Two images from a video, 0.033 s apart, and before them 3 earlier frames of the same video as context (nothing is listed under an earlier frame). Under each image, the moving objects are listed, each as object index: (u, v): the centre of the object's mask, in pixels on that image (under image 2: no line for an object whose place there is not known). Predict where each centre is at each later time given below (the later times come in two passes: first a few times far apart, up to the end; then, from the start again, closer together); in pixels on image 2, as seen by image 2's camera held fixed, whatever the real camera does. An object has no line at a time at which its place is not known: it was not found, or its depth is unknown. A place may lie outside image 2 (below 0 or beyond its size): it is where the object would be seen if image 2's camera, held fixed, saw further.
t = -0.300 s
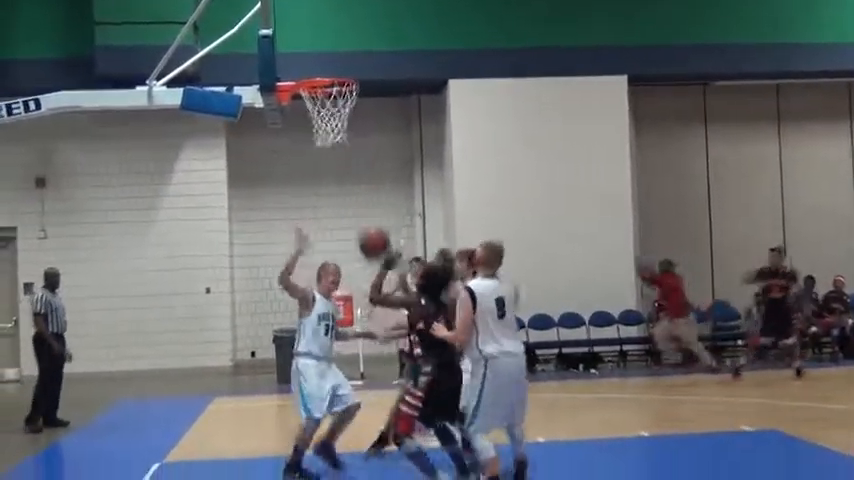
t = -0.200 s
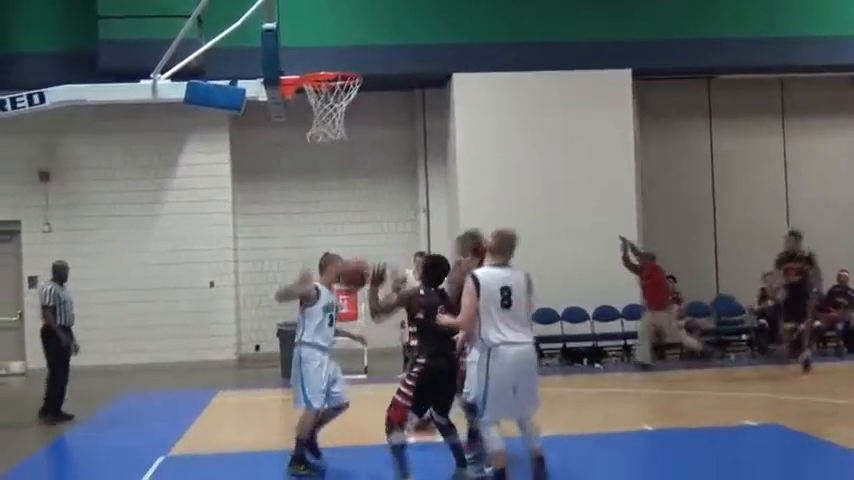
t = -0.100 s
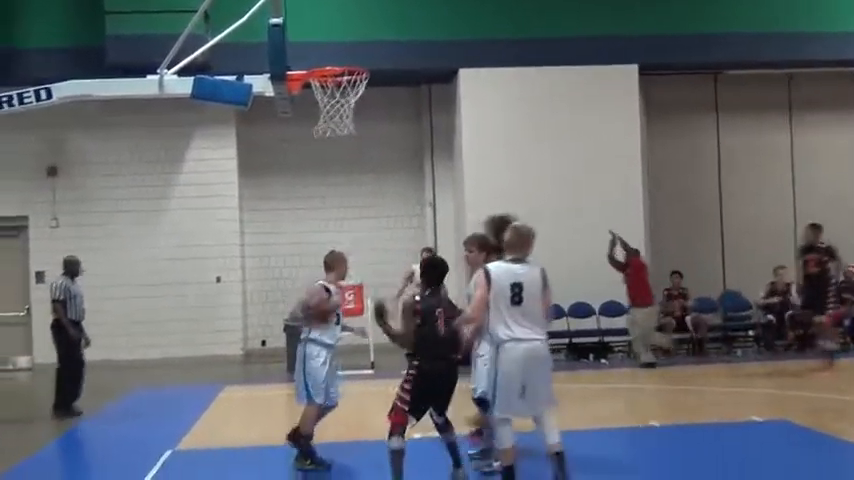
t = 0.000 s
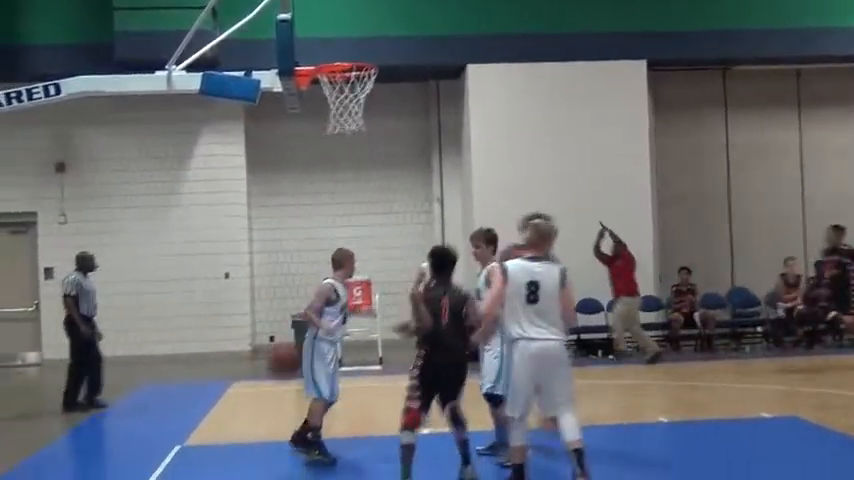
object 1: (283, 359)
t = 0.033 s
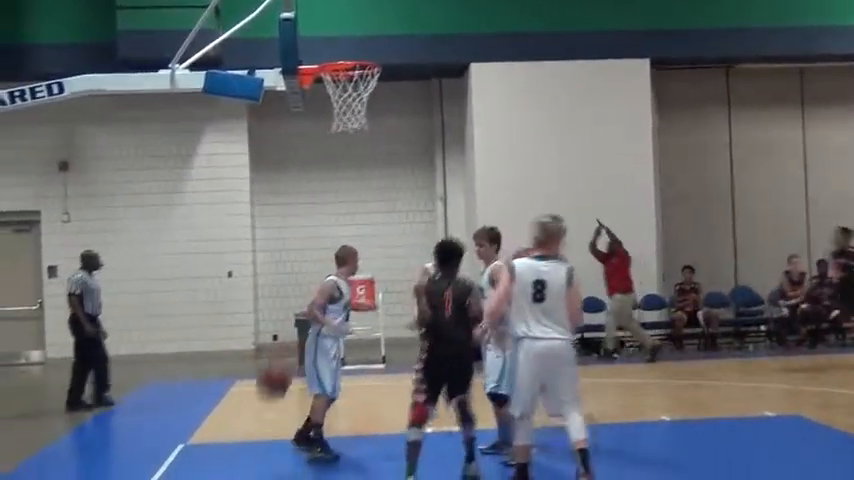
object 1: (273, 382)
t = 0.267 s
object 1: (190, 412)
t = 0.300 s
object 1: (180, 397)
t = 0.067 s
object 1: (261, 402)
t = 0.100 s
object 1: (247, 427)
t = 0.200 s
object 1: (211, 445)
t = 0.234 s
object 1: (201, 430)
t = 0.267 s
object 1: (190, 412)
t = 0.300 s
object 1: (180, 397)
